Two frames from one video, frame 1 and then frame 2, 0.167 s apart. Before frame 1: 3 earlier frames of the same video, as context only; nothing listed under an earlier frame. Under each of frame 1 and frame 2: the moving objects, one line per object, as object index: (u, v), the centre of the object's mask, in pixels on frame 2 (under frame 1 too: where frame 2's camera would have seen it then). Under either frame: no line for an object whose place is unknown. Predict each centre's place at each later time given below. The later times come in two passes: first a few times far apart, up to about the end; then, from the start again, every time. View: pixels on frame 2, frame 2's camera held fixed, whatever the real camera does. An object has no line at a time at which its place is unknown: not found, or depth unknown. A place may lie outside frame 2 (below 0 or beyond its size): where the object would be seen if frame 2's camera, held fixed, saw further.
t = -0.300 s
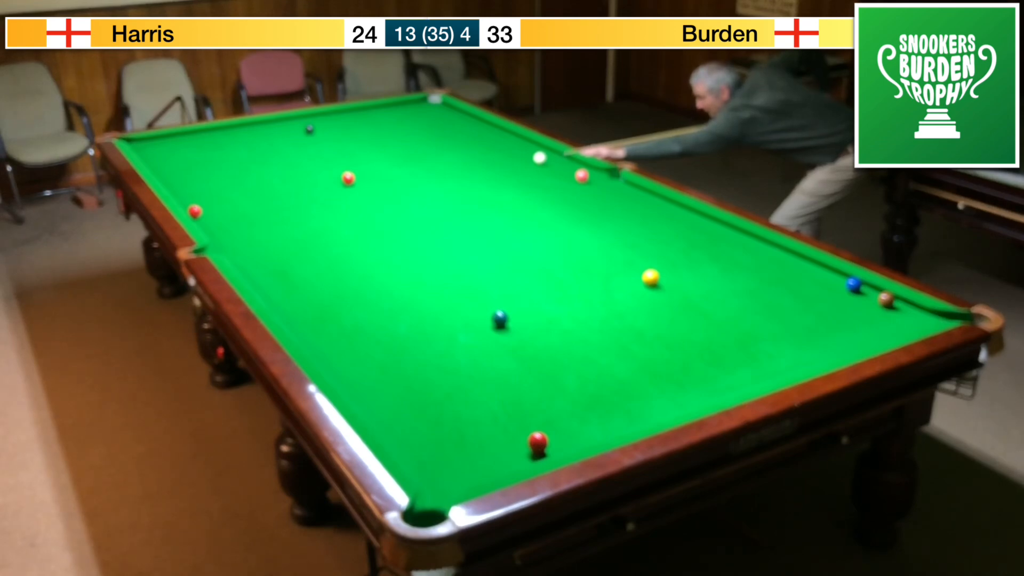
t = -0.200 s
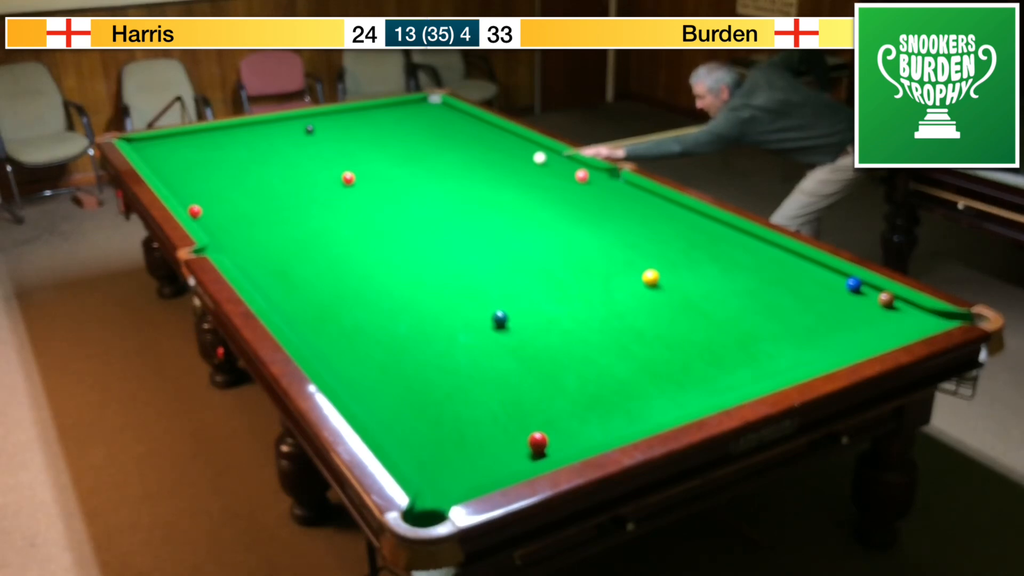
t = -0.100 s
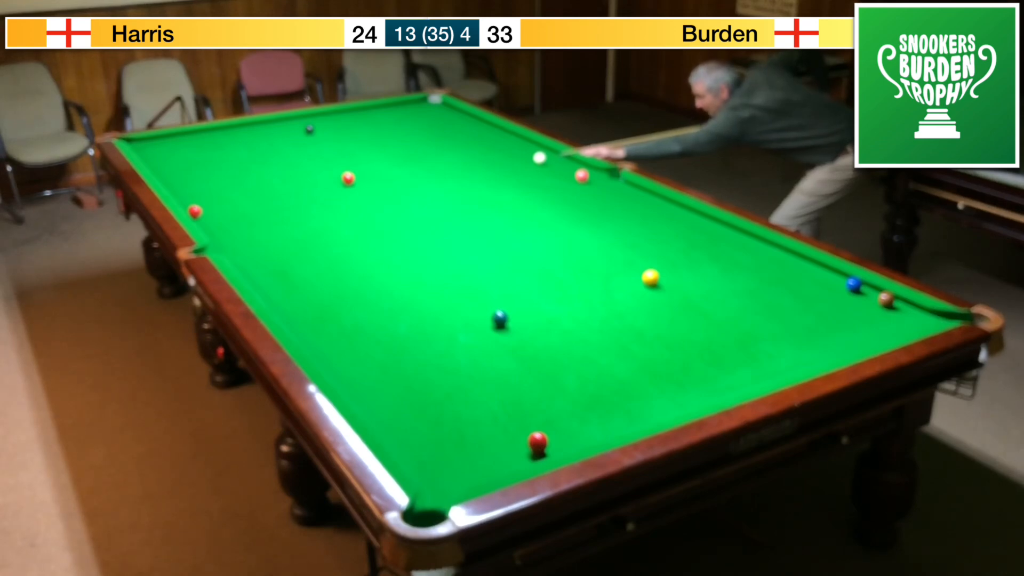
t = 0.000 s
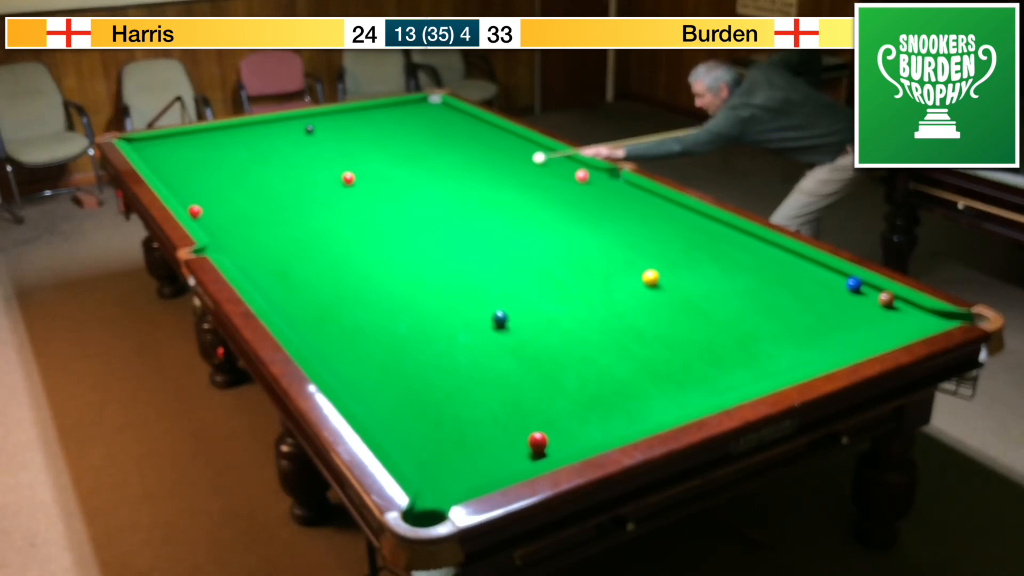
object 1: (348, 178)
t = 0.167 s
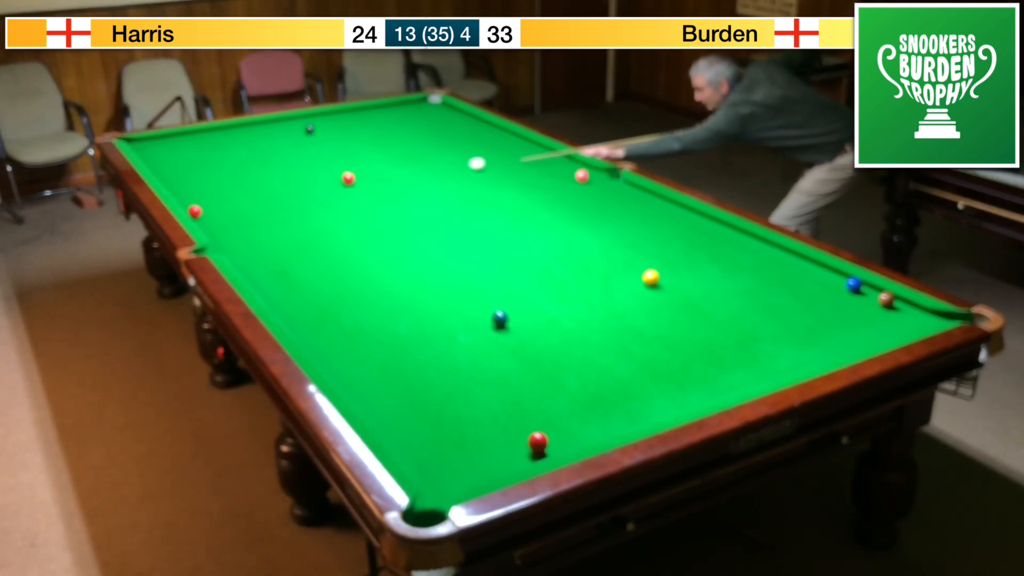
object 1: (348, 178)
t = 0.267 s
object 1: (348, 178)
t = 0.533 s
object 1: (343, 182)
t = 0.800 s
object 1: (317, 194)
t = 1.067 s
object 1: (291, 206)
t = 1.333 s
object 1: (264, 219)
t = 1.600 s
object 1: (237, 231)
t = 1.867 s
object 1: (220, 242)
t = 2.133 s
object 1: (237, 246)
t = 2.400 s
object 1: (253, 249)
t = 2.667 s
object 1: (267, 253)
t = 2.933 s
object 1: (279, 255)
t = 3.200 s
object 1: (289, 258)
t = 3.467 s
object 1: (297, 260)
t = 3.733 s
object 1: (303, 261)
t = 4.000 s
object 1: (308, 262)
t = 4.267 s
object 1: (310, 262)
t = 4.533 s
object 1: (310, 262)
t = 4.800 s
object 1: (310, 262)
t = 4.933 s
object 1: (310, 262)
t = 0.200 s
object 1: (348, 178)
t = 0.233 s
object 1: (348, 178)
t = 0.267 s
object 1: (348, 178)
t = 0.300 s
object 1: (348, 178)
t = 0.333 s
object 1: (348, 178)
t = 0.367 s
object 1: (348, 178)
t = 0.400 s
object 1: (348, 178)
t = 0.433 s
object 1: (348, 178)
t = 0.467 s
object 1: (348, 178)
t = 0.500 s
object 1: (347, 179)
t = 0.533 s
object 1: (343, 182)
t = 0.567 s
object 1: (339, 183)
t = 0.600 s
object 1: (336, 184)
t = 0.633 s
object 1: (333, 186)
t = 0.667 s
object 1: (329, 188)
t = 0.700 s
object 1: (326, 189)
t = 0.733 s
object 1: (323, 191)
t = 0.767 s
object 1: (320, 192)
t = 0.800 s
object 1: (317, 194)
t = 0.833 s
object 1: (313, 195)
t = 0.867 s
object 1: (310, 197)
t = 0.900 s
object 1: (307, 198)
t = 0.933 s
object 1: (304, 200)
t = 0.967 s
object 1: (300, 202)
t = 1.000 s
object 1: (297, 203)
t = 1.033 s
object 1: (294, 204)
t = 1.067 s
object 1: (291, 206)
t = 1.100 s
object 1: (287, 207)
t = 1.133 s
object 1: (284, 209)
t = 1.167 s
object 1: (281, 211)
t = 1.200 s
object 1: (277, 212)
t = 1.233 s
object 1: (274, 214)
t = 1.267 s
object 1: (271, 215)
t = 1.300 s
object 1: (267, 217)
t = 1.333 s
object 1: (264, 219)
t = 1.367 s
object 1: (261, 220)
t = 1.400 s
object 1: (257, 221)
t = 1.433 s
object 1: (254, 223)
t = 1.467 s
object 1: (250, 225)
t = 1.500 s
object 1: (247, 226)
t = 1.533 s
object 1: (244, 228)
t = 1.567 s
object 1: (240, 229)
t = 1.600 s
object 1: (237, 231)
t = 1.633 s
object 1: (233, 233)
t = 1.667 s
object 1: (230, 234)
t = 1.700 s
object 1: (227, 236)
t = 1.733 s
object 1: (223, 237)
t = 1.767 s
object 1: (220, 239)
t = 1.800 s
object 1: (217, 240)
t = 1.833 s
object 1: (217, 241)
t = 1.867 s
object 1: (220, 242)
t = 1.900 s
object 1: (222, 242)
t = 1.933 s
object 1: (224, 243)
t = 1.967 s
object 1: (226, 243)
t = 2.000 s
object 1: (229, 244)
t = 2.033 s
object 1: (231, 244)
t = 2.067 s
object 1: (233, 245)
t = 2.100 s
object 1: (235, 245)
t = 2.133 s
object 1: (237, 246)
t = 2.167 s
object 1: (239, 246)
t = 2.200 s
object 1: (241, 246)
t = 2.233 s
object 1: (243, 247)
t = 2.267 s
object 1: (245, 247)
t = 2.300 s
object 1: (247, 248)
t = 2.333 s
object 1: (249, 248)
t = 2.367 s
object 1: (251, 249)
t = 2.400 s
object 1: (253, 249)
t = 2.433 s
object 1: (254, 250)
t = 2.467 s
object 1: (256, 250)
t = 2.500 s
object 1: (258, 251)
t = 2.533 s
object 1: (260, 251)
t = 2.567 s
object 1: (262, 251)
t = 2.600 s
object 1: (263, 252)
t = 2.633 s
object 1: (265, 252)
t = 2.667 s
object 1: (267, 253)
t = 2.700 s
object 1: (268, 253)
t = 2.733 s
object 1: (270, 253)
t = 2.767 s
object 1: (272, 254)
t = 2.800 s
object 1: (273, 254)
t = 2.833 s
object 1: (274, 254)
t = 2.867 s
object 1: (276, 255)
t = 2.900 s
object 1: (277, 255)
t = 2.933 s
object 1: (279, 255)
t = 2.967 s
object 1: (280, 256)
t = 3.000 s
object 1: (282, 256)
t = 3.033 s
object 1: (283, 256)
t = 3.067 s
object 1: (284, 257)
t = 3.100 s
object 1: (285, 257)
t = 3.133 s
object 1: (287, 257)
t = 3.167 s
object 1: (288, 257)
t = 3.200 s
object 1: (289, 258)
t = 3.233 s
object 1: (290, 258)
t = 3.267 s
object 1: (291, 258)
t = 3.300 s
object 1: (292, 258)
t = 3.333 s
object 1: (293, 259)
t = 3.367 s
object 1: (294, 259)
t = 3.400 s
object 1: (295, 259)
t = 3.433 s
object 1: (296, 259)
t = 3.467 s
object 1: (297, 260)
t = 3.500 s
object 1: (298, 260)
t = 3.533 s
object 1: (299, 260)
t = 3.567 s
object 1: (300, 260)
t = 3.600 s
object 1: (300, 260)
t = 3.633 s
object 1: (301, 260)
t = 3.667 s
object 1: (302, 261)
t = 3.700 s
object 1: (303, 261)
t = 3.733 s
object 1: (303, 261)
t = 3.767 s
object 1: (304, 261)
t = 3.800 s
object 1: (305, 261)
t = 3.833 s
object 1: (305, 261)
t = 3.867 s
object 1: (306, 261)
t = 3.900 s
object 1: (306, 261)
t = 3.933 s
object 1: (307, 261)
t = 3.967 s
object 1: (307, 261)
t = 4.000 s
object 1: (308, 262)
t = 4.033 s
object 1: (308, 262)
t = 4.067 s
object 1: (309, 262)
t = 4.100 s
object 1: (309, 262)
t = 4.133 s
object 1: (309, 262)
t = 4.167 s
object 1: (310, 262)
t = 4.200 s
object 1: (310, 262)
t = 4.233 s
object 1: (310, 262)
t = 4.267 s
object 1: (310, 262)
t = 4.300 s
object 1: (310, 262)
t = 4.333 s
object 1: (310, 262)
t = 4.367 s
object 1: (310, 262)
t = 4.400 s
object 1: (310, 262)
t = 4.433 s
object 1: (310, 262)
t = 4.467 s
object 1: (310, 262)
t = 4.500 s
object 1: (310, 262)
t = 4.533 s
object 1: (310, 262)
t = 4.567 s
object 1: (310, 262)
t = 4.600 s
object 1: (310, 262)
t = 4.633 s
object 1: (310, 262)
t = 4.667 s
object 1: (310, 262)
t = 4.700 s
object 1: (310, 262)
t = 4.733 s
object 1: (310, 262)
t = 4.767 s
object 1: (310, 262)
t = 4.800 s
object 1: (310, 262)
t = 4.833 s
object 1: (310, 262)
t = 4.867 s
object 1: (310, 262)
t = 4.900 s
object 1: (310, 262)
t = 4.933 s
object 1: (310, 262)
